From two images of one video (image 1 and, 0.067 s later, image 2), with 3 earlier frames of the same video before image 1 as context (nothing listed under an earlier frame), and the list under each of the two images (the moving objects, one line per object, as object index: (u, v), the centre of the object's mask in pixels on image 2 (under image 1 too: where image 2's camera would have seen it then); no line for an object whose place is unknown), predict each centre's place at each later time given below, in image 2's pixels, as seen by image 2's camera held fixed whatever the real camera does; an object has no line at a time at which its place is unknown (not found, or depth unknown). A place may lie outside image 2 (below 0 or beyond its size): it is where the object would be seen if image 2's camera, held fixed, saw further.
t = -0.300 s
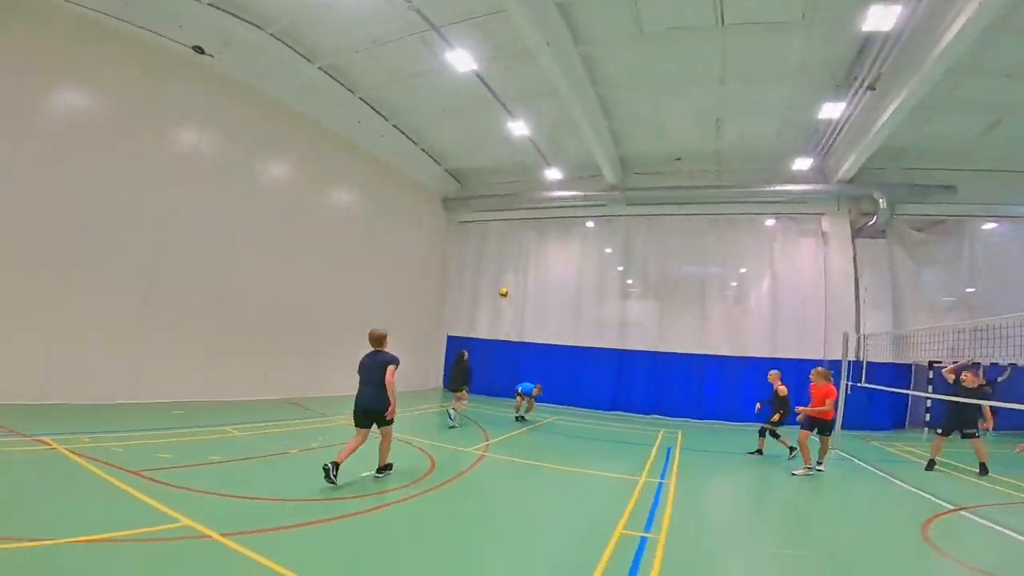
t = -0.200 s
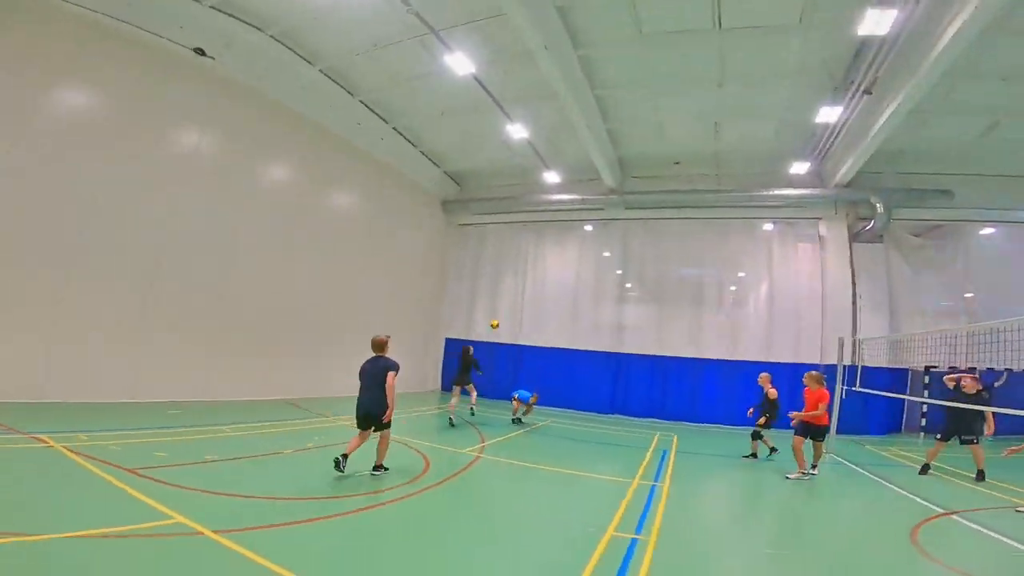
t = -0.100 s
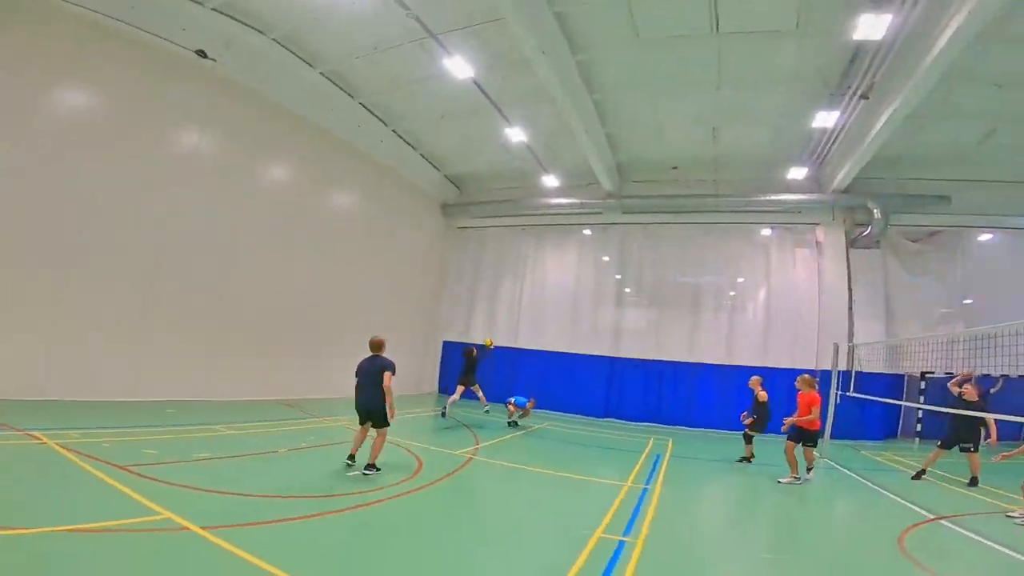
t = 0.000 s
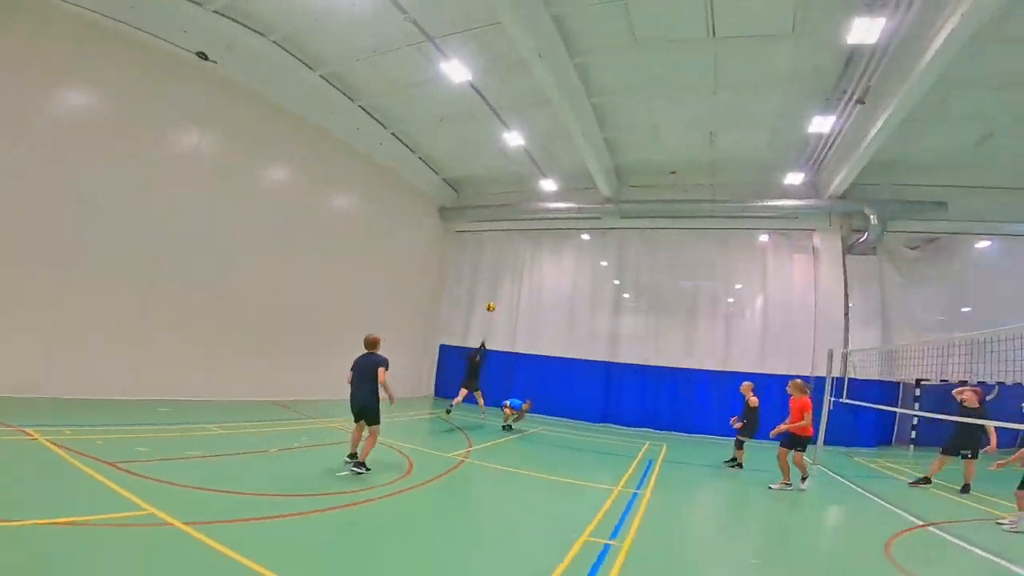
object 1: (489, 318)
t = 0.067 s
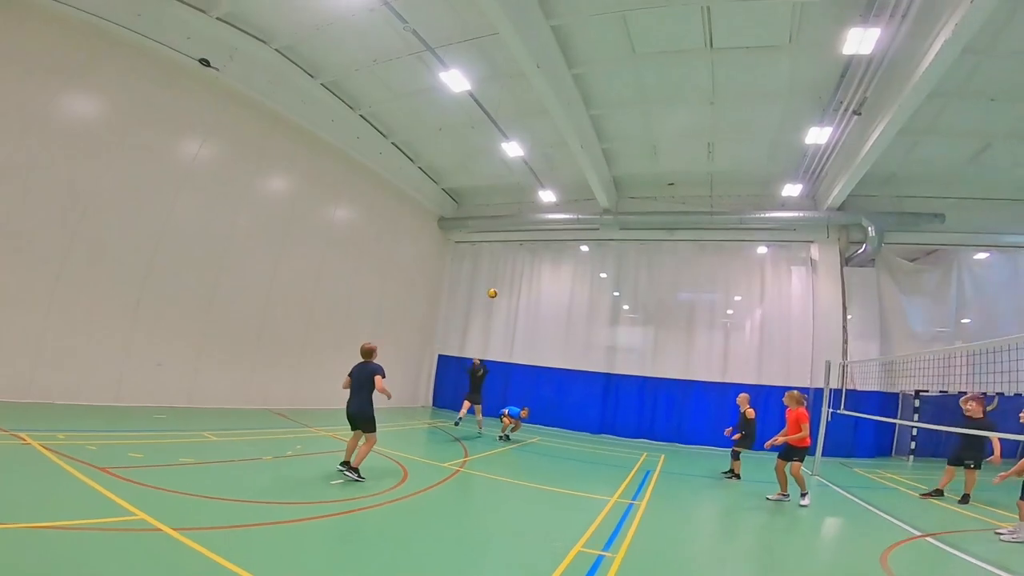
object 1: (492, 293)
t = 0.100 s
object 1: (494, 281)
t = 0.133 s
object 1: (495, 271)
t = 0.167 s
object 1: (497, 261)
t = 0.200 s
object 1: (498, 250)
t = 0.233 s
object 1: (500, 240)
